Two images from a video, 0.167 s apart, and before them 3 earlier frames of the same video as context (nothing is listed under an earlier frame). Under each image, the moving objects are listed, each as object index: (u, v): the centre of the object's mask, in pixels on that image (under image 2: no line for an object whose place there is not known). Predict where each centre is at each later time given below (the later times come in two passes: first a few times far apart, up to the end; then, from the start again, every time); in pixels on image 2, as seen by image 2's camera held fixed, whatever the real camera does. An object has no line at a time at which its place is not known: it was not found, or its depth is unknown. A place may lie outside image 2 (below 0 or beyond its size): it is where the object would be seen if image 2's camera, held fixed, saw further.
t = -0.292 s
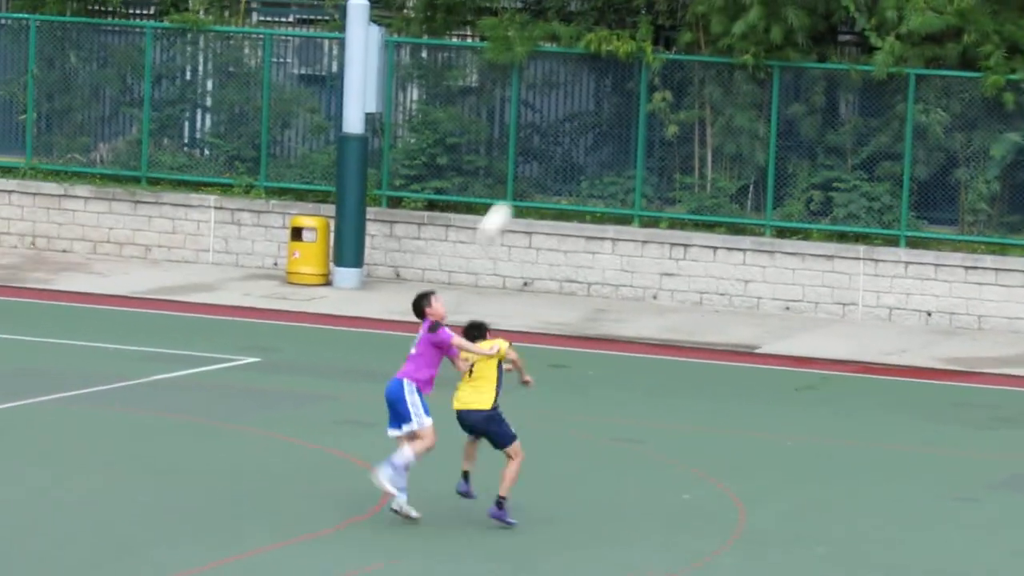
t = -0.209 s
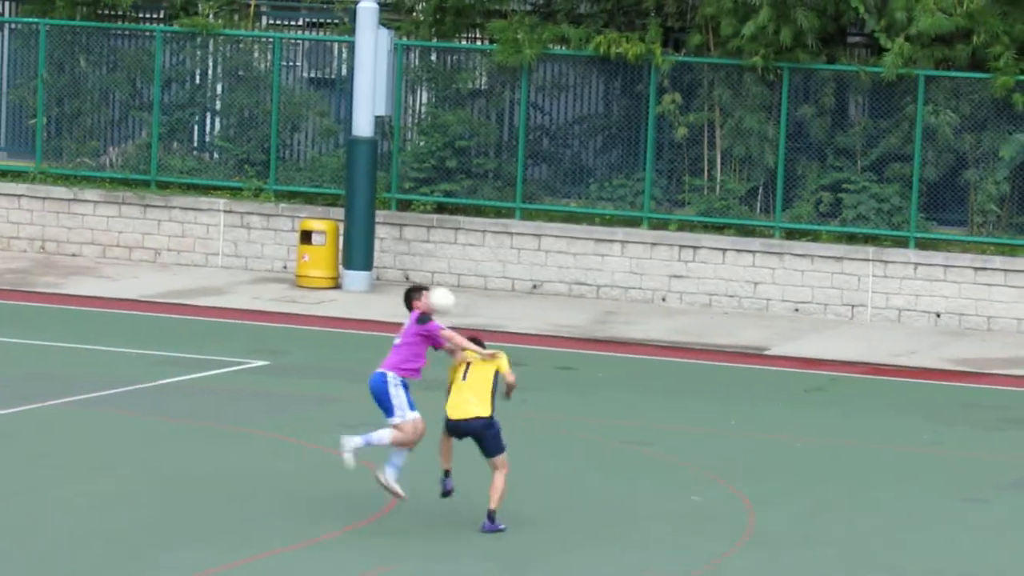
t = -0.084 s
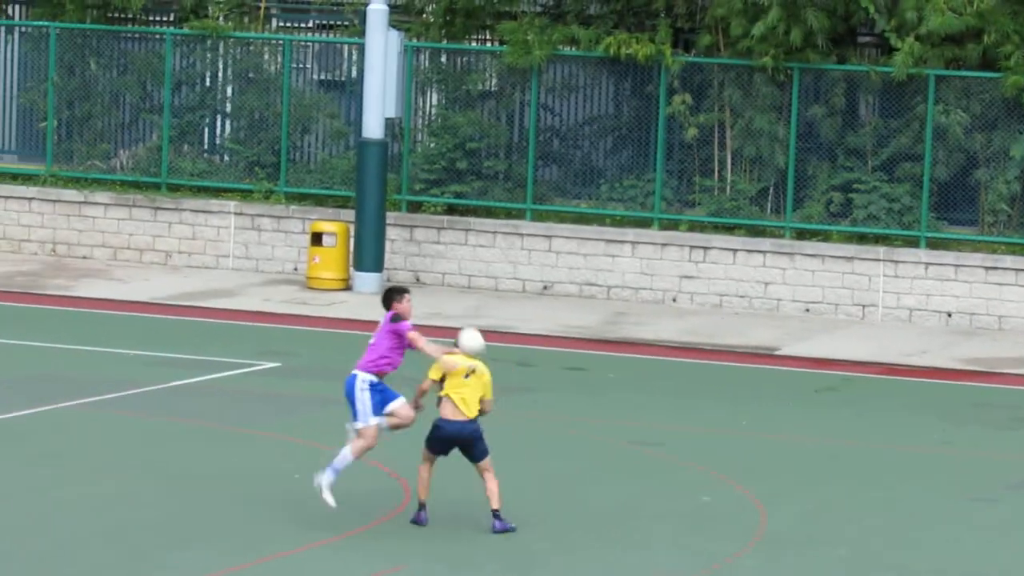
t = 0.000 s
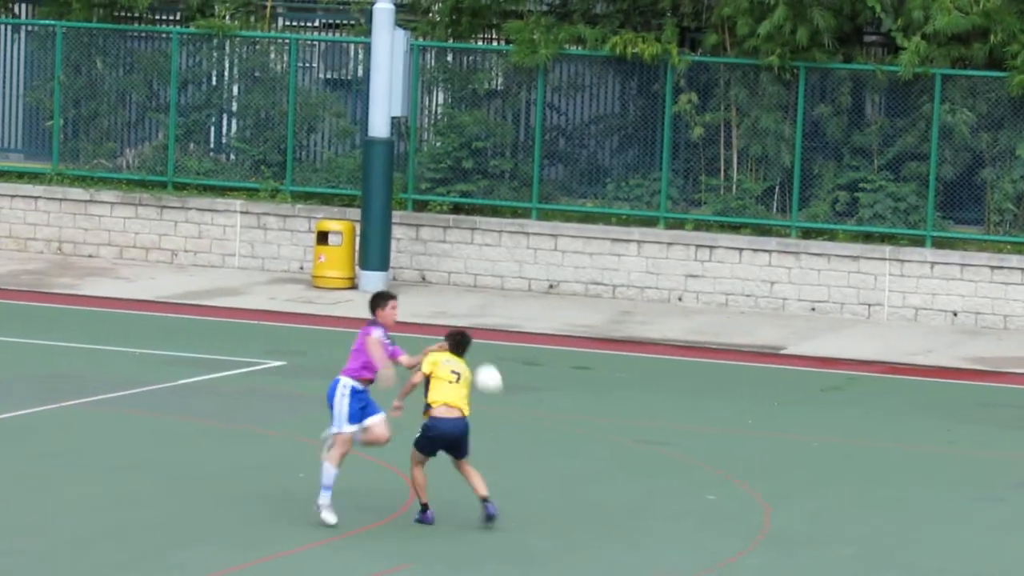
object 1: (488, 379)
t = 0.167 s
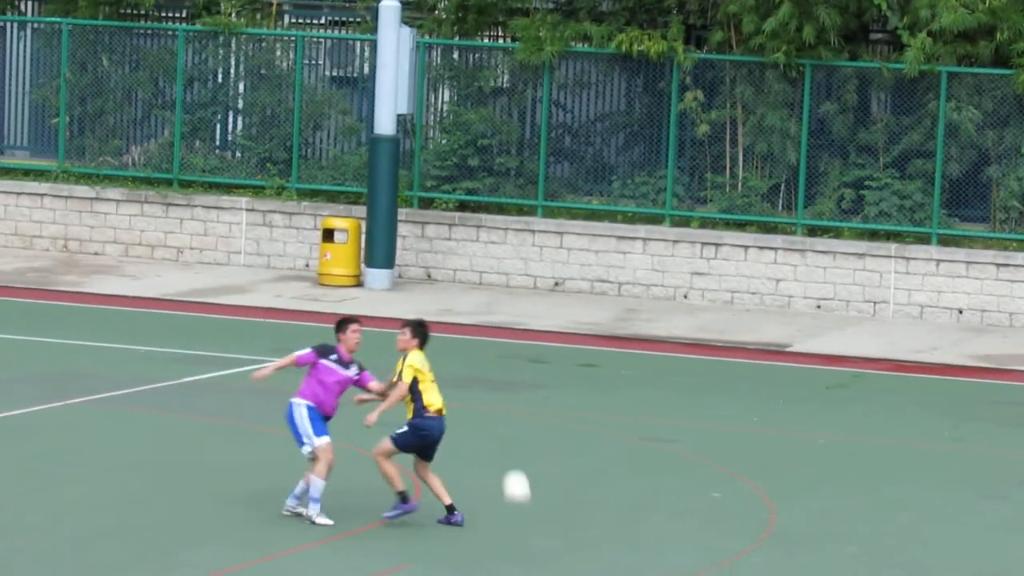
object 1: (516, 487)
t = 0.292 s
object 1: (535, 547)
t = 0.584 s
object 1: (599, 437)
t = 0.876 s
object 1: (664, 442)
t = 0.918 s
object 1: (674, 454)
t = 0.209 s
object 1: (522, 523)
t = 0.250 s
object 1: (526, 560)
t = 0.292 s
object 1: (535, 547)
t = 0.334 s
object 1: (544, 525)
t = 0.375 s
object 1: (553, 505)
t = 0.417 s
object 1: (562, 487)
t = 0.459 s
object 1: (571, 472)
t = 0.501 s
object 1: (580, 458)
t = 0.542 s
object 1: (589, 446)
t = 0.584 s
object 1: (599, 437)
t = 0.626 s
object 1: (608, 431)
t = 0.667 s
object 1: (617, 427)
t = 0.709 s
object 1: (627, 424)
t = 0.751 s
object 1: (636, 425)
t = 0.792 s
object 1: (645, 428)
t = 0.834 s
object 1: (655, 434)
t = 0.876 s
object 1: (664, 442)
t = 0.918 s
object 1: (674, 454)
